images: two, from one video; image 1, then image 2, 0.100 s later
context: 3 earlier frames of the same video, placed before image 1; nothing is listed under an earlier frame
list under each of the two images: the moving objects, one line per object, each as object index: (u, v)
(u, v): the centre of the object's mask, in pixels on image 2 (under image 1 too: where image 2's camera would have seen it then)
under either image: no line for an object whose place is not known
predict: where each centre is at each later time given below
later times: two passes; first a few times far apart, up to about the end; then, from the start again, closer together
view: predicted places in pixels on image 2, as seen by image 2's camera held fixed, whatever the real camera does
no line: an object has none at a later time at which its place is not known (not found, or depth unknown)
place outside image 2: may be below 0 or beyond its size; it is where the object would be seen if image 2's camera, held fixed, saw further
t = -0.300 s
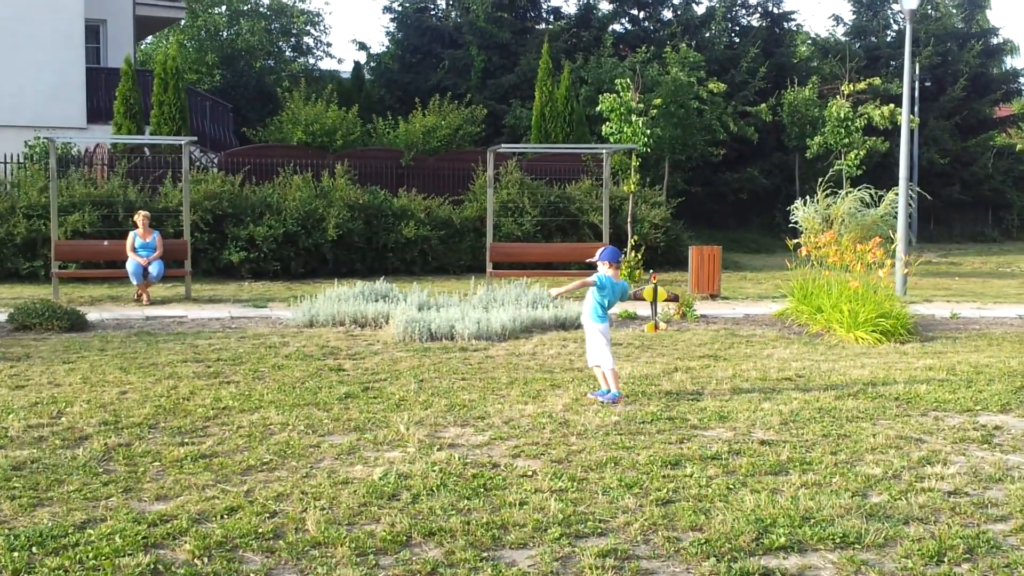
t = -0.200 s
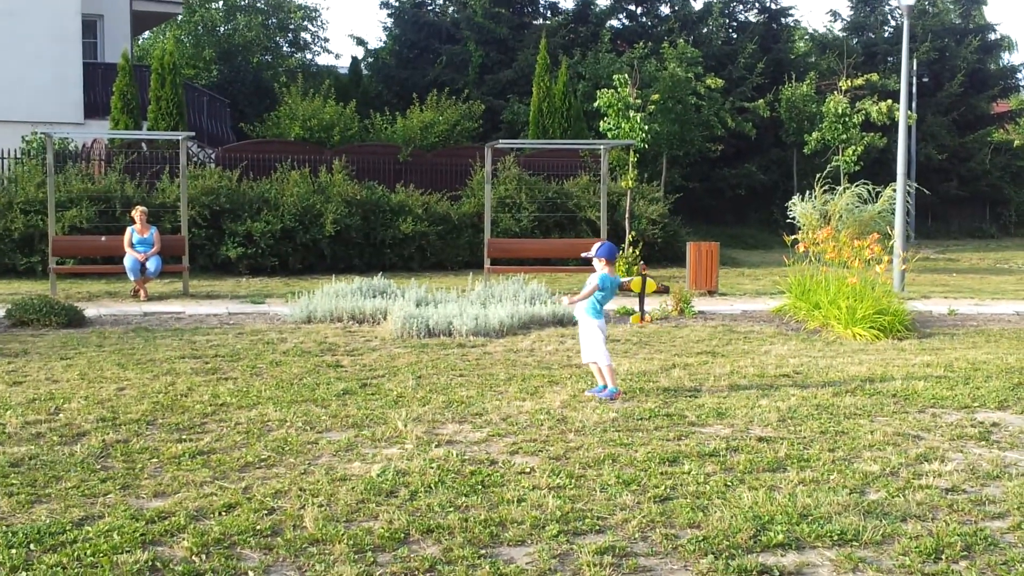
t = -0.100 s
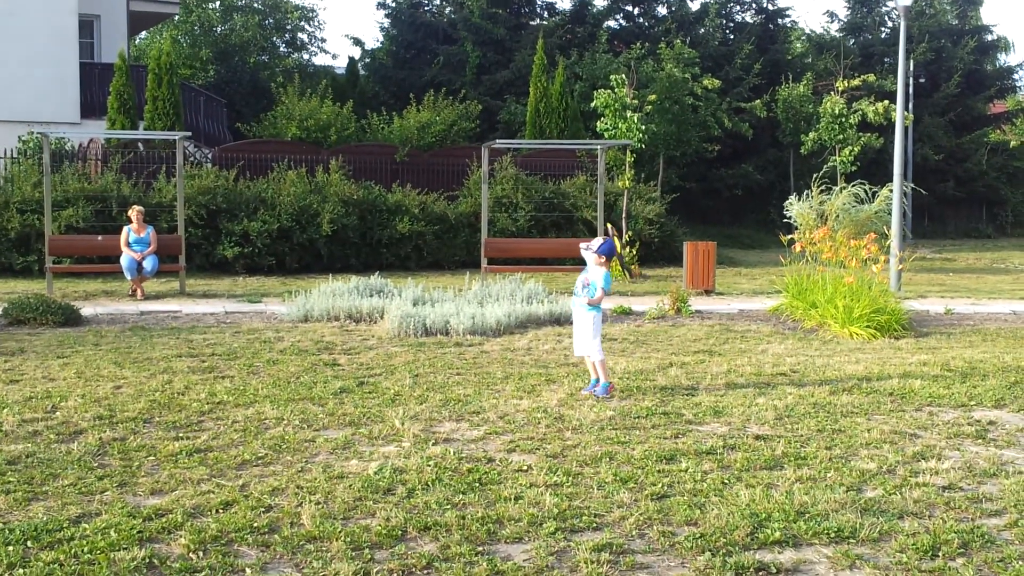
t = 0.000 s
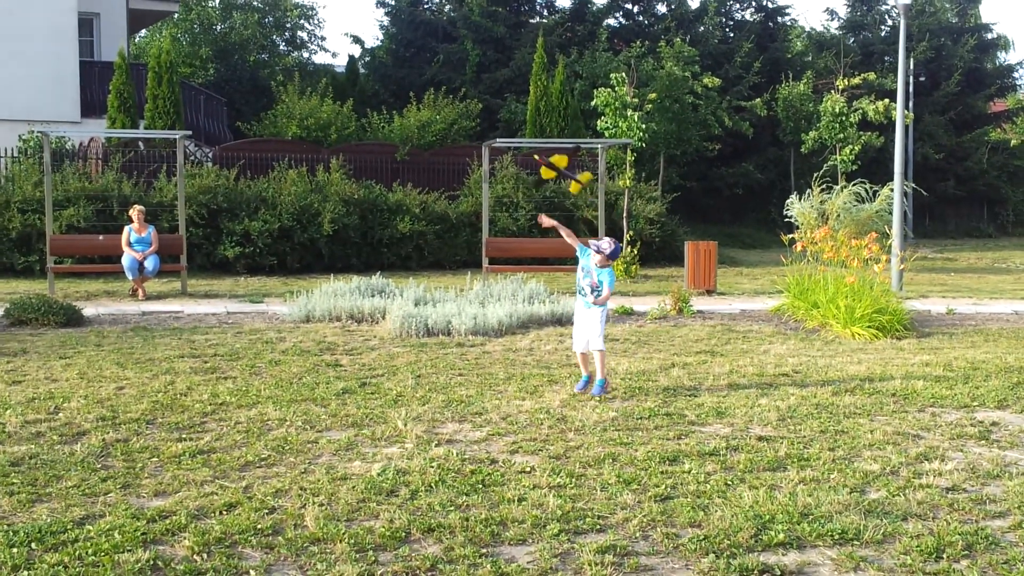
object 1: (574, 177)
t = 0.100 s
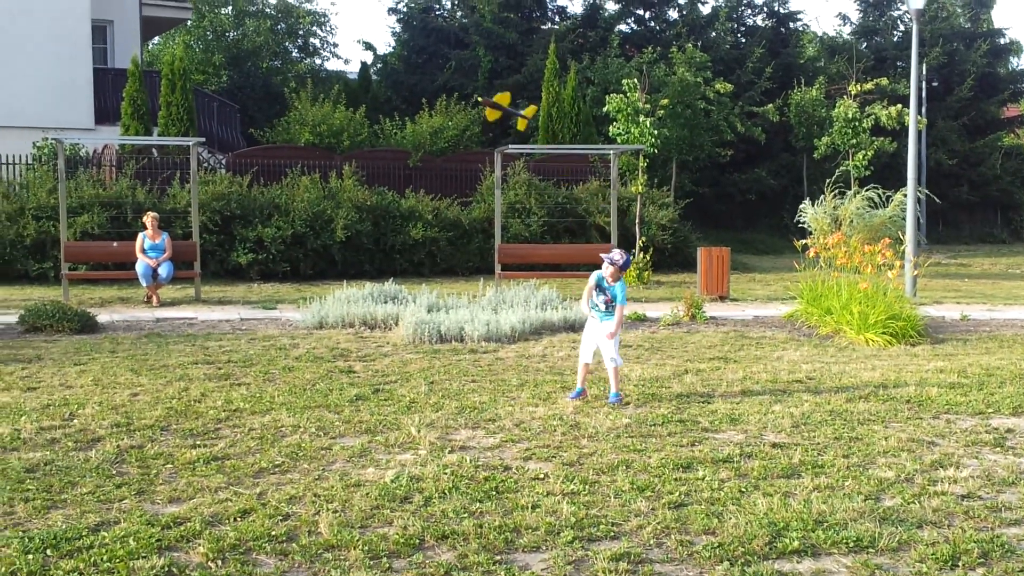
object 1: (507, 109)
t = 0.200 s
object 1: (441, 60)
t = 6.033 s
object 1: (-85, 330)
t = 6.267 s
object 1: (-87, 329)
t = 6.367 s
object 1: (-86, 329)
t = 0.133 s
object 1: (485, 91)
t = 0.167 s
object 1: (463, 75)
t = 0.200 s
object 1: (441, 60)
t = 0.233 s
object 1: (419, 46)
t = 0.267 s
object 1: (396, 32)
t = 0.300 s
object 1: (372, 20)
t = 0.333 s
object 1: (348, 7)
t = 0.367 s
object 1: (323, -3)
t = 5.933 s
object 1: (-85, 329)
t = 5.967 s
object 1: (-86, 330)
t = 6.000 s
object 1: (-86, 330)
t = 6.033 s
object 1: (-85, 330)
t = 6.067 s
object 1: (-86, 330)
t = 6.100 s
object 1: (-88, 330)
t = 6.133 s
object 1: (-88, 329)
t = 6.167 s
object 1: (-88, 330)
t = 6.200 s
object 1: (-88, 329)
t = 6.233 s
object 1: (-88, 329)
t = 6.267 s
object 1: (-87, 329)
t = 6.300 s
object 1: (-87, 329)
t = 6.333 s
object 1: (-87, 329)
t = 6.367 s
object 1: (-86, 329)
